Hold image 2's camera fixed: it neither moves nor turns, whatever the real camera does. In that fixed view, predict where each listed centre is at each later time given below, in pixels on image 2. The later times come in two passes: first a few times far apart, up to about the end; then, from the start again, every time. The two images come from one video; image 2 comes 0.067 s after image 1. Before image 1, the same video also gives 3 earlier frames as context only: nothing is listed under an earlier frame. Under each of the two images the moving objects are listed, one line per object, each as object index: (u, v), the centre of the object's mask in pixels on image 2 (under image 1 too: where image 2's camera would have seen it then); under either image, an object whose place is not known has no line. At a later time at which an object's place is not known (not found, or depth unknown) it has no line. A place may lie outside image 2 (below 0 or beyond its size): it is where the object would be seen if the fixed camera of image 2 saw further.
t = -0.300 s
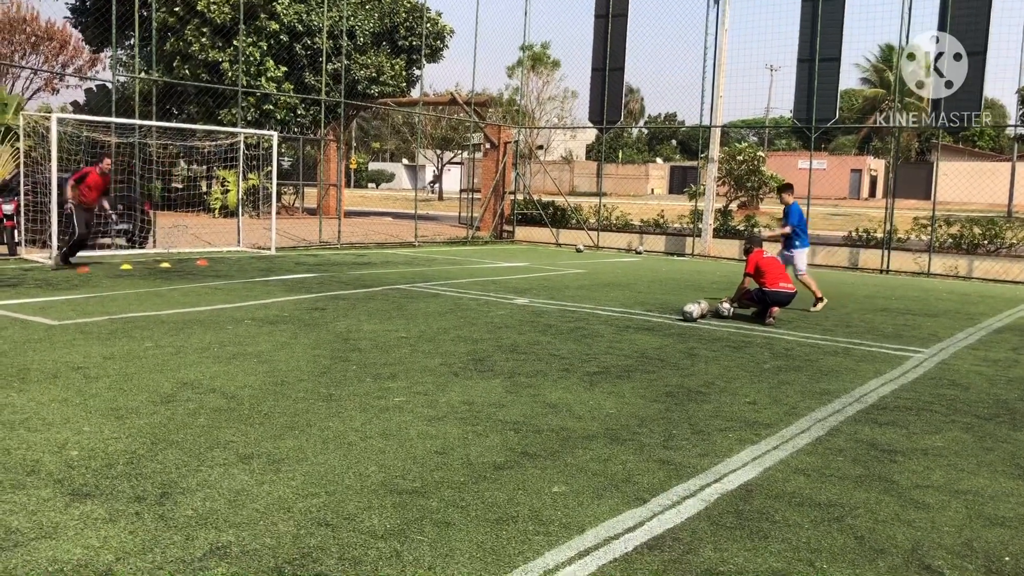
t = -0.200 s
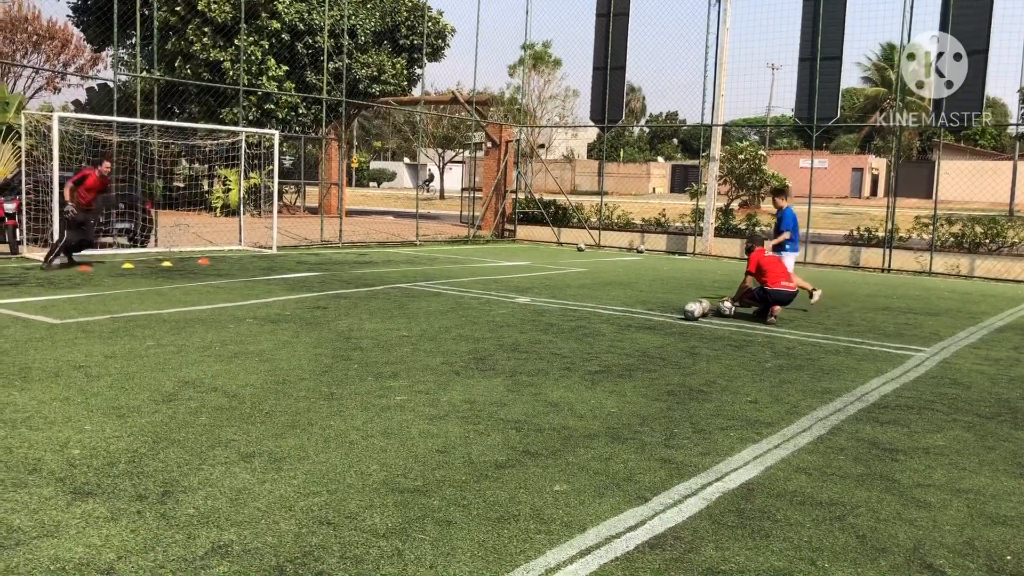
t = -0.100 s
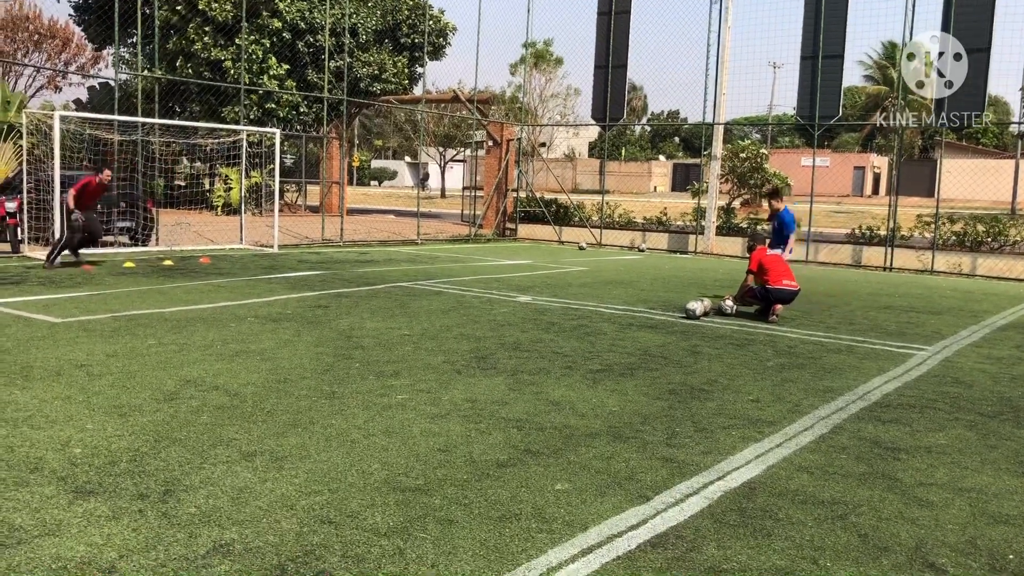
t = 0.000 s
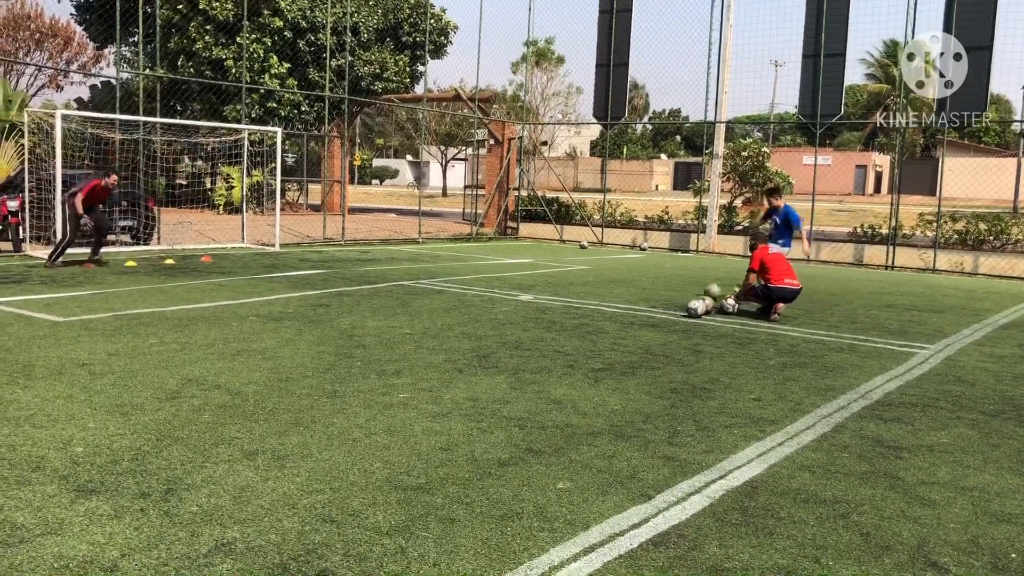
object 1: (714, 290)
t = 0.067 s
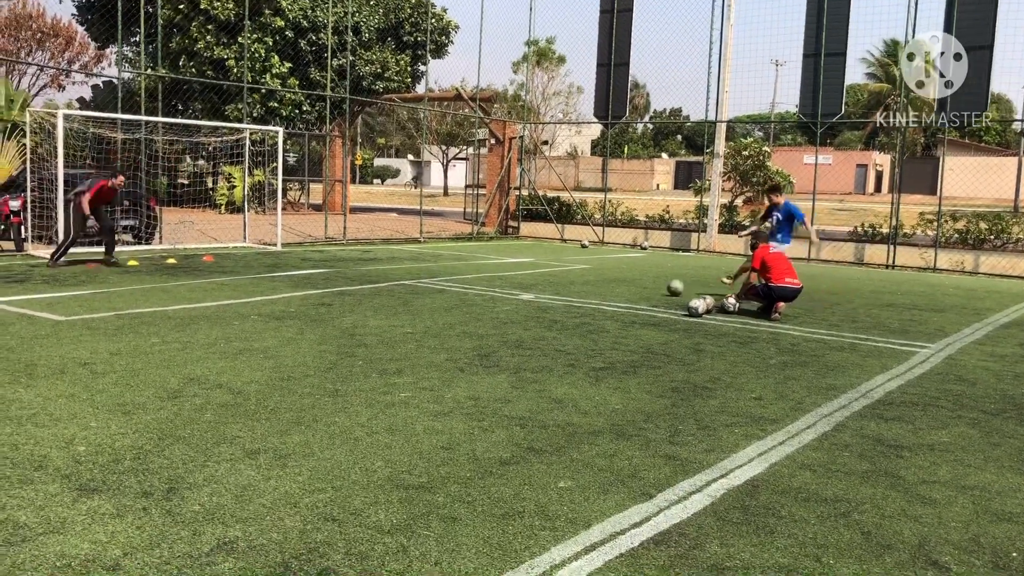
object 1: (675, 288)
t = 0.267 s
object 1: (582, 278)
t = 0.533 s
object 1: (493, 269)
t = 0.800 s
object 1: (422, 261)
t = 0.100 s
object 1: (657, 287)
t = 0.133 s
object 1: (640, 284)
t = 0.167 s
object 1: (625, 283)
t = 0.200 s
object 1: (609, 282)
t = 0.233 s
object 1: (595, 280)
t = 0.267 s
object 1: (582, 278)
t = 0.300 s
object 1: (570, 276)
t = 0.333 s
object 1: (558, 274)
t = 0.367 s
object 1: (545, 275)
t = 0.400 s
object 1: (533, 274)
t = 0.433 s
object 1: (524, 272)
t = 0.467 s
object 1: (513, 270)
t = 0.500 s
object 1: (503, 270)
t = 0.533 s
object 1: (493, 269)
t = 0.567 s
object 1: (484, 268)
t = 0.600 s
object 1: (473, 267)
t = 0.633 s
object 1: (464, 266)
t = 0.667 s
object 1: (455, 266)
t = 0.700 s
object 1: (447, 265)
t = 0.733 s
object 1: (439, 264)
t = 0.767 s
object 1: (430, 263)
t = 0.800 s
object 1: (422, 261)
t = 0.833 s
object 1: (413, 260)
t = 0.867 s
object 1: (405, 261)
